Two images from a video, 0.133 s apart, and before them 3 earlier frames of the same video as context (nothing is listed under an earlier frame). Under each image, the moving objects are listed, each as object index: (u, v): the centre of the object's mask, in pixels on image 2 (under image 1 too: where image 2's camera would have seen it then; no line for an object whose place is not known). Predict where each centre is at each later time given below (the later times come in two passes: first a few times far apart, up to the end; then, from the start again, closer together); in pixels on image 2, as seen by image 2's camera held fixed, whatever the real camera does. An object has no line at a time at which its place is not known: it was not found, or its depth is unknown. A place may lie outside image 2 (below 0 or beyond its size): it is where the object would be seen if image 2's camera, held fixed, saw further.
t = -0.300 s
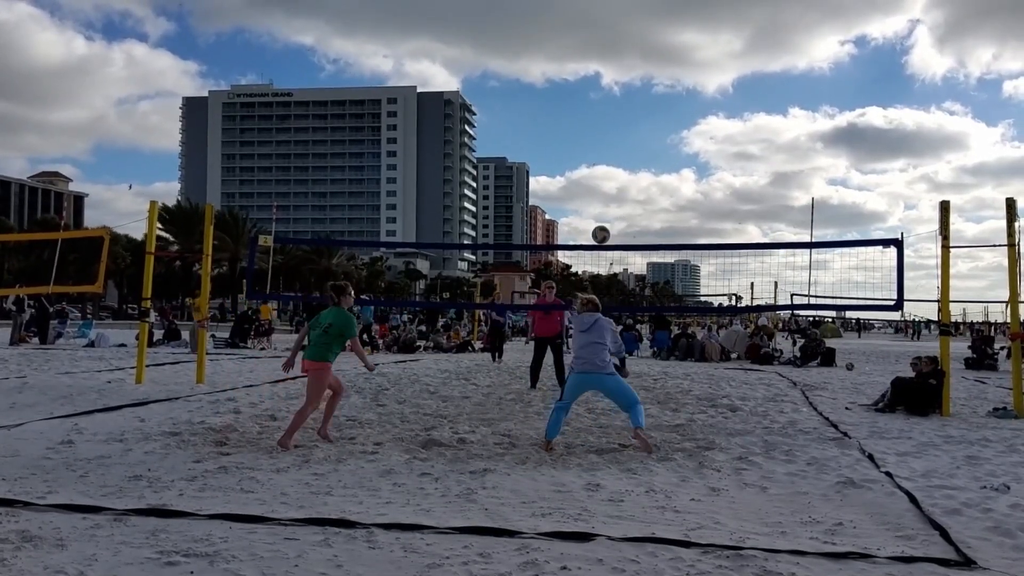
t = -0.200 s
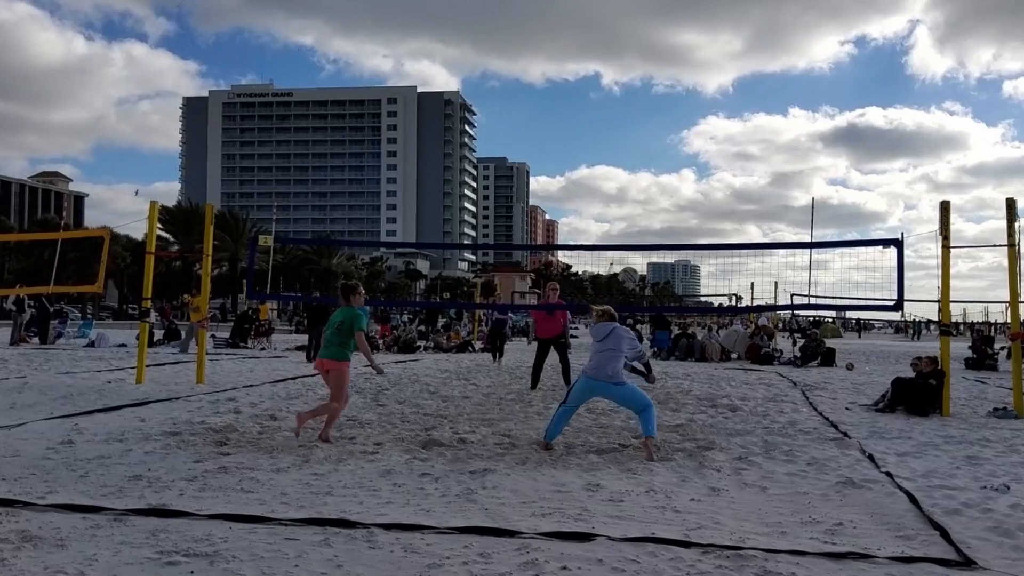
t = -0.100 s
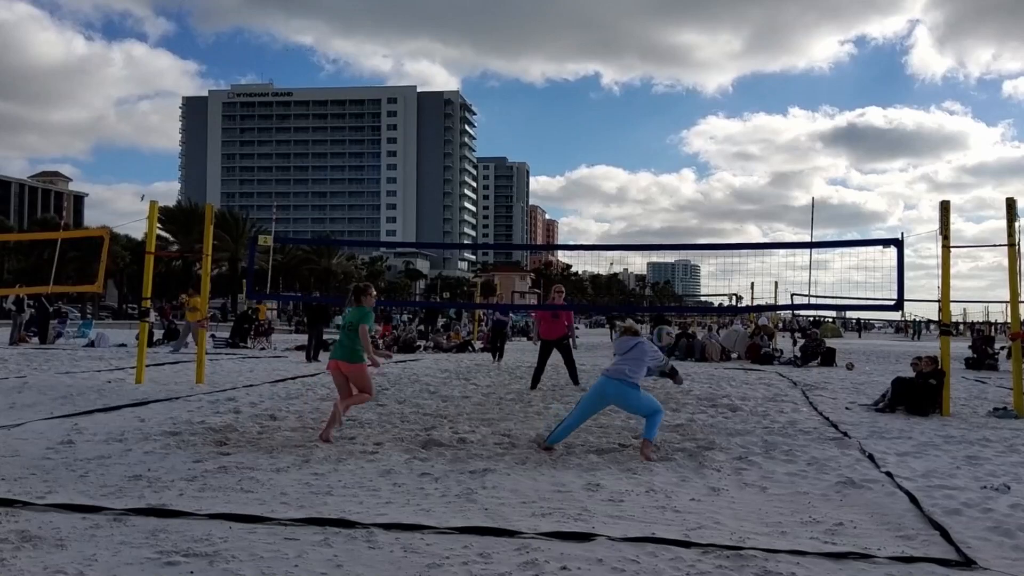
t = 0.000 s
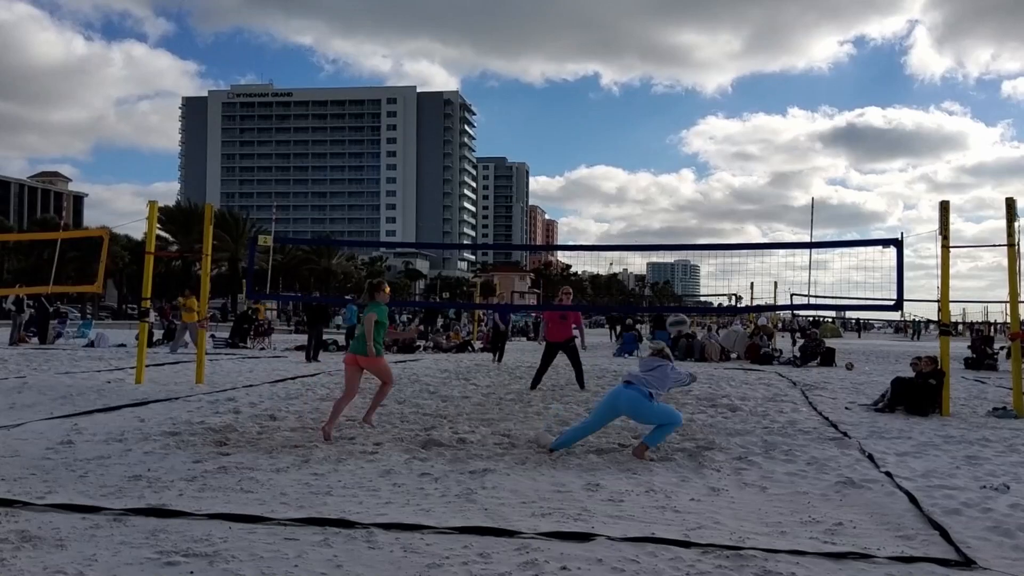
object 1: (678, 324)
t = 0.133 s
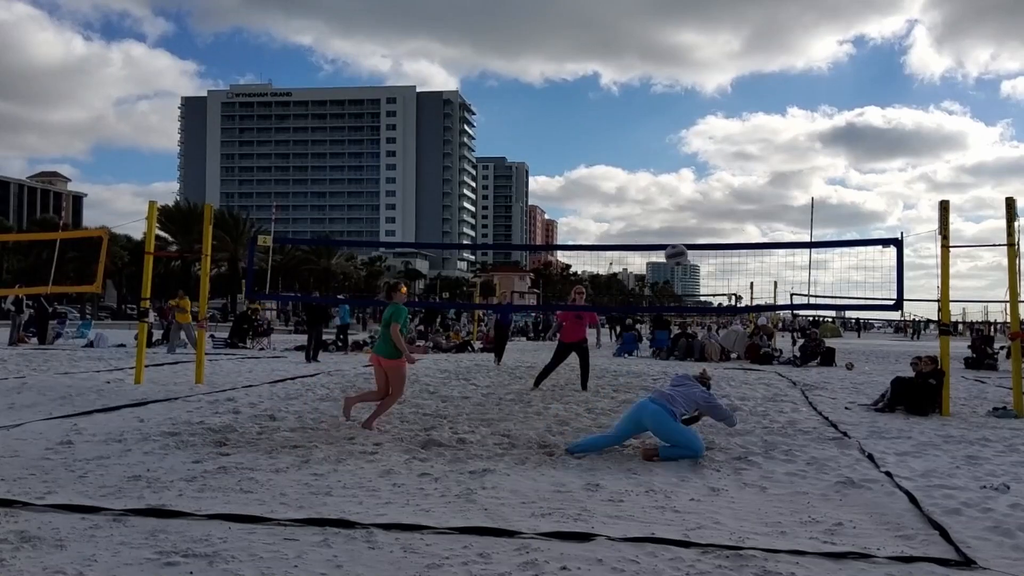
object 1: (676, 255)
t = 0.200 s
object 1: (678, 227)
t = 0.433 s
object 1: (670, 164)
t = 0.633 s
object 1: (659, 153)
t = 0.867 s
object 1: (645, 192)
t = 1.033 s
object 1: (632, 252)
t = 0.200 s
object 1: (678, 227)
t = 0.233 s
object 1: (677, 214)
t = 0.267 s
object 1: (676, 203)
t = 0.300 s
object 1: (675, 193)
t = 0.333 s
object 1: (674, 184)
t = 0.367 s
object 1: (672, 176)
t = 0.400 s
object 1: (671, 169)
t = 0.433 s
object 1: (670, 164)
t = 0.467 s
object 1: (669, 159)
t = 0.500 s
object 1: (668, 156)
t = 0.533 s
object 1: (666, 153)
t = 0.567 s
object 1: (665, 152)
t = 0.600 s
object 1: (663, 152)
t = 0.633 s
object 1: (659, 153)
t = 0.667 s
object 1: (659, 156)
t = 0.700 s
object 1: (658, 159)
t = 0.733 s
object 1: (654, 163)
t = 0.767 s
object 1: (653, 169)
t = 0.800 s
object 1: (650, 176)
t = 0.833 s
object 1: (649, 183)
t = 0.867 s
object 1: (645, 192)
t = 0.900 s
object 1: (644, 202)
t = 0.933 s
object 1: (643, 213)
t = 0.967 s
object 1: (638, 225)
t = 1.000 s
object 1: (635, 238)
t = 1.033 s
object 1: (632, 252)
